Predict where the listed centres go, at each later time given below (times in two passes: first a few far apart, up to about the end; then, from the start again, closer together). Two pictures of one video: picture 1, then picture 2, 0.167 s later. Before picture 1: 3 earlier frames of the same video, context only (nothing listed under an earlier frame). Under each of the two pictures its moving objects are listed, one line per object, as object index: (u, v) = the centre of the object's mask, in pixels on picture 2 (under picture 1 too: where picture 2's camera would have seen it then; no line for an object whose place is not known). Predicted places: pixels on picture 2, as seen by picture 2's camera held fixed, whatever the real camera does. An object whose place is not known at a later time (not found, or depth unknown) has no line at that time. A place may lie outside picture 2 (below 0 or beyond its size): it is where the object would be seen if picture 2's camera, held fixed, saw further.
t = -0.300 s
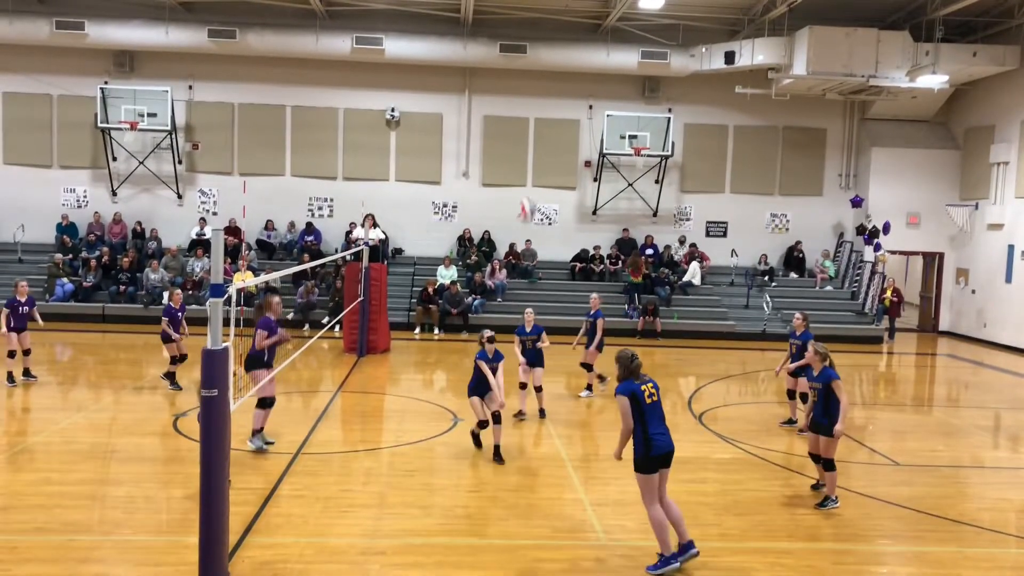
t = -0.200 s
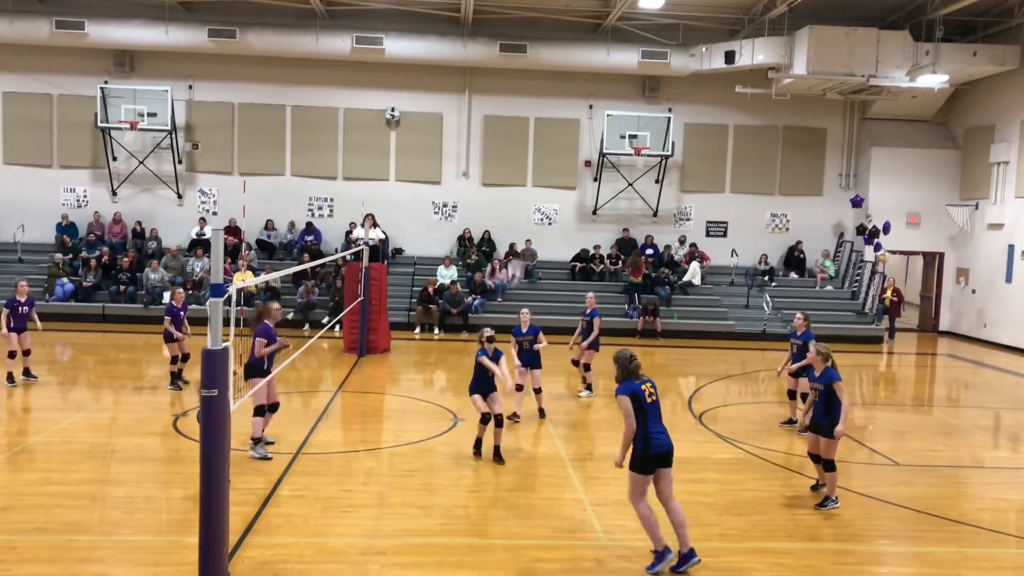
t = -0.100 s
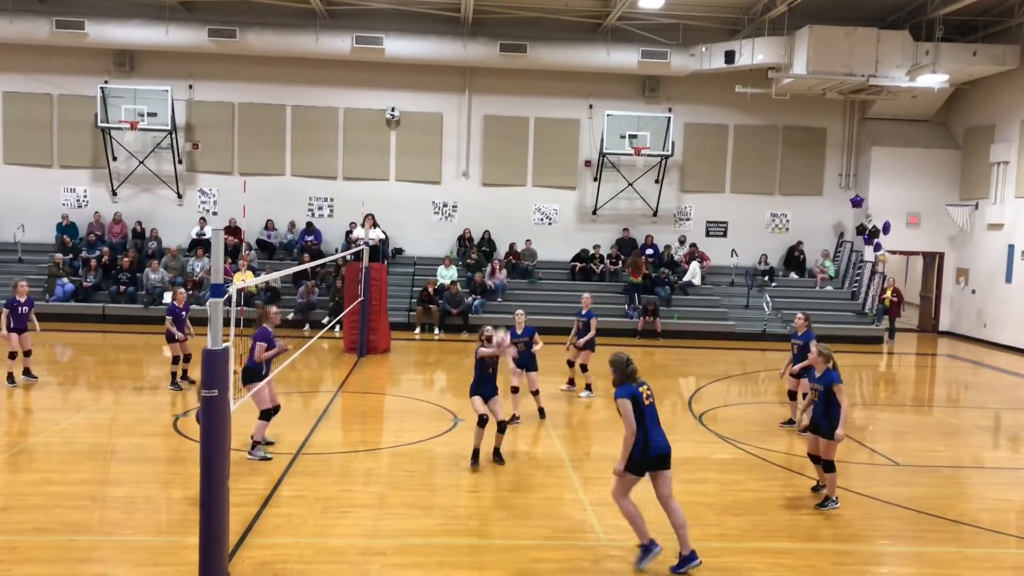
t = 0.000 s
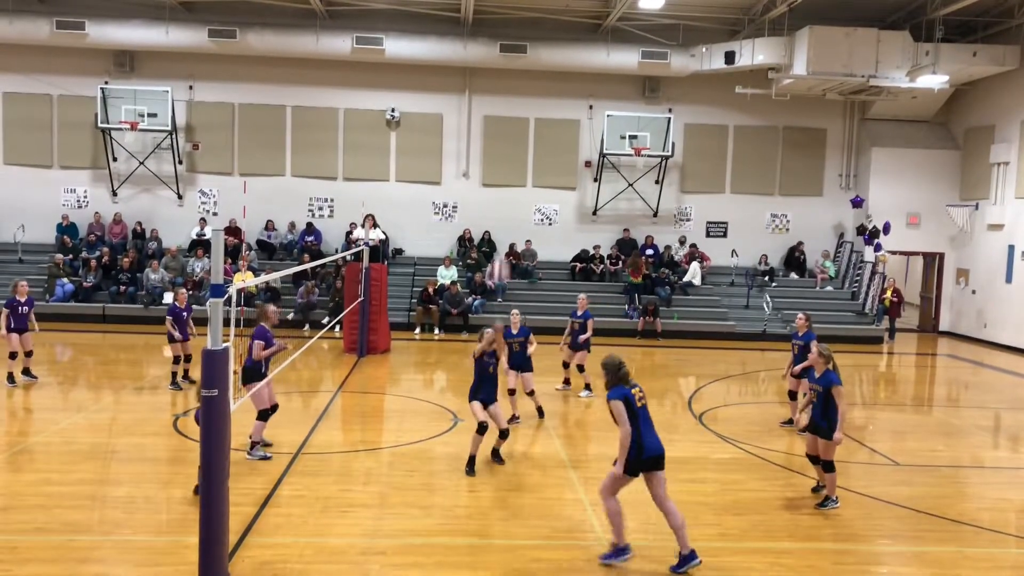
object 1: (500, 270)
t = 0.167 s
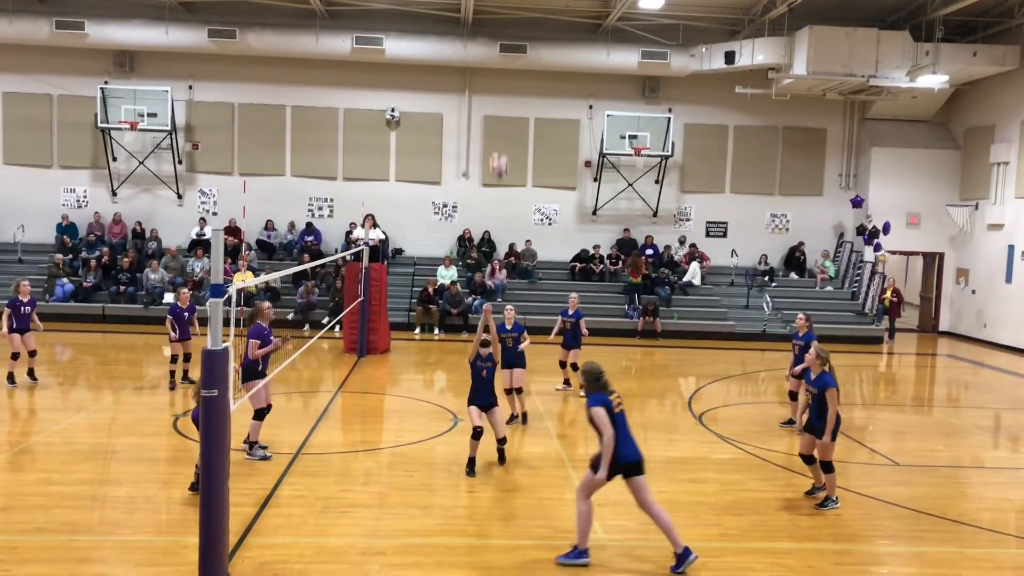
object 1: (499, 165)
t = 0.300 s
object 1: (496, 100)
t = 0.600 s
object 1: (486, 15)
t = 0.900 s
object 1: (473, 15)
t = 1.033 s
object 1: (467, 42)
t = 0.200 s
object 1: (498, 148)
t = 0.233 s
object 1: (498, 131)
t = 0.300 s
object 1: (496, 100)
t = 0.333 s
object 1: (495, 87)
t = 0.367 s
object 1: (495, 73)
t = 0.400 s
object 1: (494, 61)
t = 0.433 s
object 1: (492, 51)
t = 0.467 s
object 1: (491, 42)
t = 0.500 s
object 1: (490, 33)
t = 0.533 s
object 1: (489, 27)
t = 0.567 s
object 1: (487, 20)
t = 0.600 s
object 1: (486, 15)
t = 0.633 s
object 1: (485, 10)
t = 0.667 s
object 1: (484, 9)
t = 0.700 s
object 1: (483, 7)
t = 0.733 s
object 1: (482, 6)
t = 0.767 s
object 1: (481, 8)
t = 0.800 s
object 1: (479, 7)
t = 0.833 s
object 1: (477, 8)
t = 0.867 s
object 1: (475, 10)
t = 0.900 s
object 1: (473, 15)
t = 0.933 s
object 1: (472, 20)
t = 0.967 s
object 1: (470, 27)
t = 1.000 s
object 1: (468, 34)
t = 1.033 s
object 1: (467, 42)
